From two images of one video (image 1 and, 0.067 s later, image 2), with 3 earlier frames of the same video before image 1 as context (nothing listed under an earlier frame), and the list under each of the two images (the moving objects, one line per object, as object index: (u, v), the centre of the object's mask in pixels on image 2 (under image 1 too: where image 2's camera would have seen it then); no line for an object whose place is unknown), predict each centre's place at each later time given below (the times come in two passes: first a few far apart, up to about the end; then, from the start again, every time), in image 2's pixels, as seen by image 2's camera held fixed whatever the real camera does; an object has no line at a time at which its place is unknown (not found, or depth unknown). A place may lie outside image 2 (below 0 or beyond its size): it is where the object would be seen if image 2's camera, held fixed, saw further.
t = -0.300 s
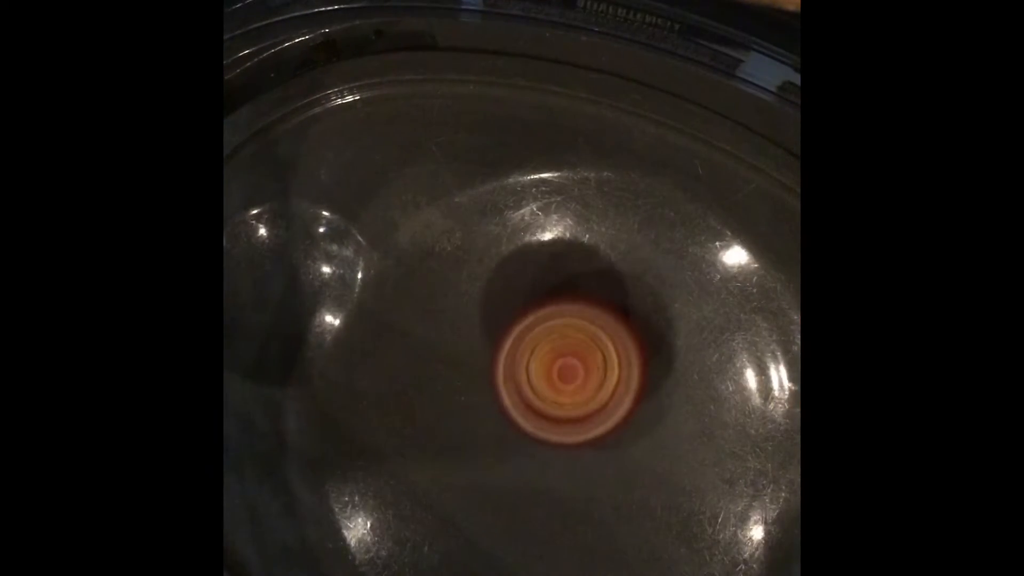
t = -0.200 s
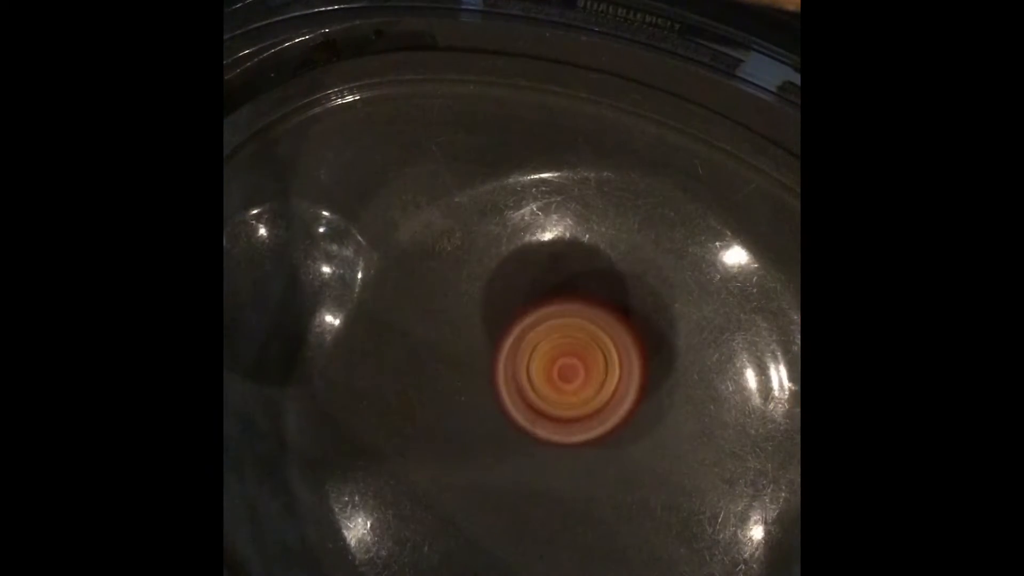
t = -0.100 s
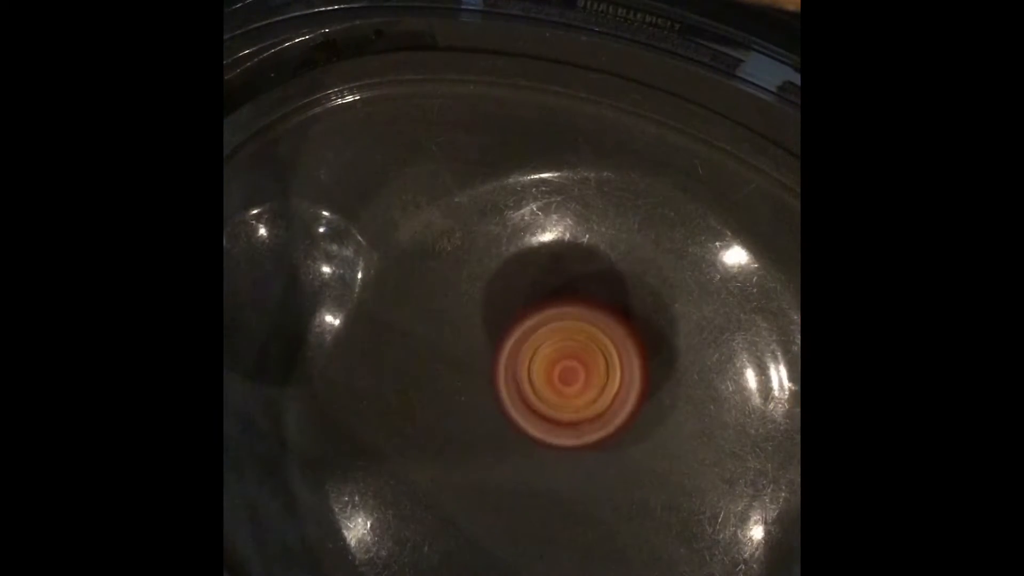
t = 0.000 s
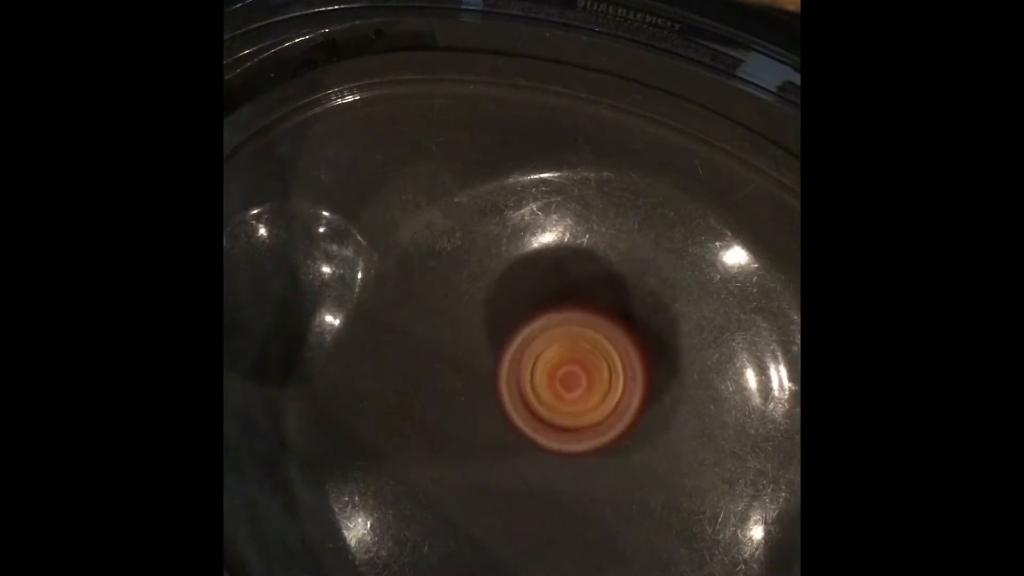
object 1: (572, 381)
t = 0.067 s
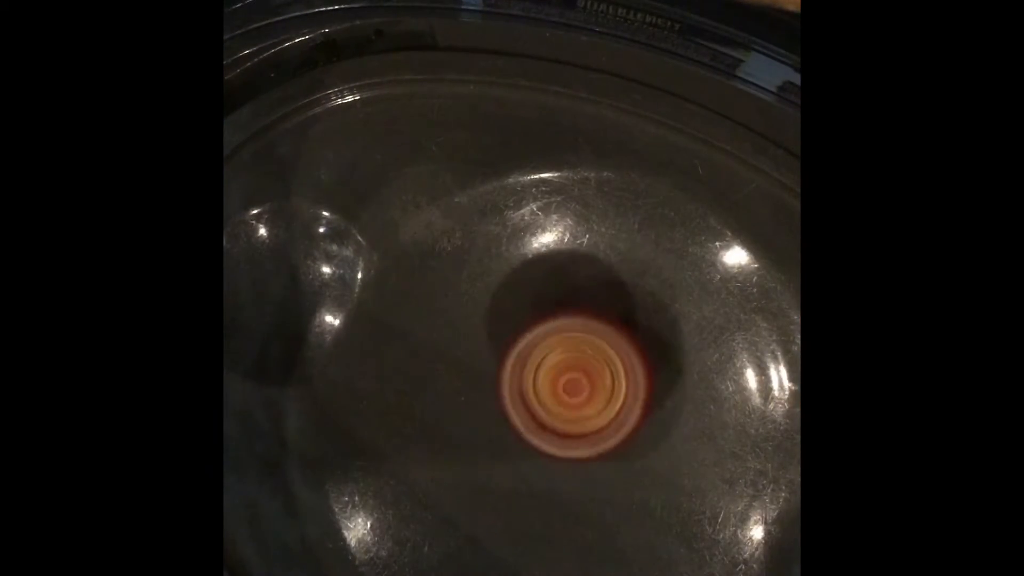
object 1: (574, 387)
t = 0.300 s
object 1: (604, 434)
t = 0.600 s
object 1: (643, 458)
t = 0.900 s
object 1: (622, 454)
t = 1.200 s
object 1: (576, 463)
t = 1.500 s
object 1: (544, 468)
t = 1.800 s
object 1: (539, 460)
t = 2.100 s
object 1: (549, 438)
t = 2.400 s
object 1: (582, 410)
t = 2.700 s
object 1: (594, 397)
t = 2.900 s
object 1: (595, 399)
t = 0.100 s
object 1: (577, 391)
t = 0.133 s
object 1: (579, 397)
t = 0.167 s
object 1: (583, 404)
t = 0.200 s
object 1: (586, 411)
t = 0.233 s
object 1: (592, 419)
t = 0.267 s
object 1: (598, 426)
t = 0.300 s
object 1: (604, 434)
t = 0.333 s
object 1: (608, 440)
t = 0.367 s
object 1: (614, 446)
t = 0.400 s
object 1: (620, 450)
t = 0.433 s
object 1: (626, 454)
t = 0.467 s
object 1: (631, 457)
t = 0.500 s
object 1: (636, 459)
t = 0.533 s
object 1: (639, 459)
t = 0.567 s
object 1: (642, 459)
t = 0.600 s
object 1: (643, 458)
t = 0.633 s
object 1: (645, 456)
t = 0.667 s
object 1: (645, 454)
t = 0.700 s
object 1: (645, 453)
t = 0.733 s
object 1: (643, 452)
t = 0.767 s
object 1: (640, 451)
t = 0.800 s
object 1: (636, 451)
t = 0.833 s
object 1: (632, 452)
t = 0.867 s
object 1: (627, 453)
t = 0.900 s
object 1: (622, 454)
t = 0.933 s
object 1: (618, 455)
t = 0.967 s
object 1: (613, 457)
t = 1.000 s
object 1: (608, 457)
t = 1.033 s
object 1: (604, 459)
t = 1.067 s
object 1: (598, 459)
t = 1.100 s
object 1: (593, 460)
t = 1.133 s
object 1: (587, 461)
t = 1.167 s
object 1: (582, 462)
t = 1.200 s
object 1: (576, 463)
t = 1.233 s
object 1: (570, 465)
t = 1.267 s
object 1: (565, 465)
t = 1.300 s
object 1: (560, 466)
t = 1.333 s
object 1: (556, 466)
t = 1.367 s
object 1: (553, 467)
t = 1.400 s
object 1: (550, 468)
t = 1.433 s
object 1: (548, 468)
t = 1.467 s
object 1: (546, 468)
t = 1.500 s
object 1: (544, 468)
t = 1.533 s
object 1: (542, 467)
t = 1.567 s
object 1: (541, 467)
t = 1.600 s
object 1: (540, 466)
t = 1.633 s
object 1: (539, 465)
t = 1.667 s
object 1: (539, 464)
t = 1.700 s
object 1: (538, 463)
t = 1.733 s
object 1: (539, 462)
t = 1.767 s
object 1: (539, 461)
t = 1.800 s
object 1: (539, 460)
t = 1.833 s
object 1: (539, 457)
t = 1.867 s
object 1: (540, 455)
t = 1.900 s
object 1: (541, 452)
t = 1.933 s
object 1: (542, 450)
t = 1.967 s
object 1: (543, 448)
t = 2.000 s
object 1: (544, 447)
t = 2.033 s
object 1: (545, 444)
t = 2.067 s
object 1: (547, 442)
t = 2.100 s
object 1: (549, 438)
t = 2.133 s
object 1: (551, 436)
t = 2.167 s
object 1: (555, 432)
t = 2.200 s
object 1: (558, 430)
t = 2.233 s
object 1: (562, 425)
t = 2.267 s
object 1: (565, 422)
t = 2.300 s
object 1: (569, 419)
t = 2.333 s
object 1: (573, 417)
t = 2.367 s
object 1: (577, 414)
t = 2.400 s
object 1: (582, 410)
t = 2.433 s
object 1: (586, 408)
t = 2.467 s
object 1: (589, 405)
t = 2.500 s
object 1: (591, 404)
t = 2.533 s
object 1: (592, 401)
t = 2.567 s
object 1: (593, 400)
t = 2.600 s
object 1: (594, 399)
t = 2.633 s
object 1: (594, 398)
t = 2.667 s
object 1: (594, 397)
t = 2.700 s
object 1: (594, 397)
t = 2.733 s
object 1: (594, 397)
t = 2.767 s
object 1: (594, 397)
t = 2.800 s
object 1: (594, 397)
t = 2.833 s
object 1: (594, 397)
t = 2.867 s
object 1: (594, 398)
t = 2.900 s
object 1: (595, 399)
